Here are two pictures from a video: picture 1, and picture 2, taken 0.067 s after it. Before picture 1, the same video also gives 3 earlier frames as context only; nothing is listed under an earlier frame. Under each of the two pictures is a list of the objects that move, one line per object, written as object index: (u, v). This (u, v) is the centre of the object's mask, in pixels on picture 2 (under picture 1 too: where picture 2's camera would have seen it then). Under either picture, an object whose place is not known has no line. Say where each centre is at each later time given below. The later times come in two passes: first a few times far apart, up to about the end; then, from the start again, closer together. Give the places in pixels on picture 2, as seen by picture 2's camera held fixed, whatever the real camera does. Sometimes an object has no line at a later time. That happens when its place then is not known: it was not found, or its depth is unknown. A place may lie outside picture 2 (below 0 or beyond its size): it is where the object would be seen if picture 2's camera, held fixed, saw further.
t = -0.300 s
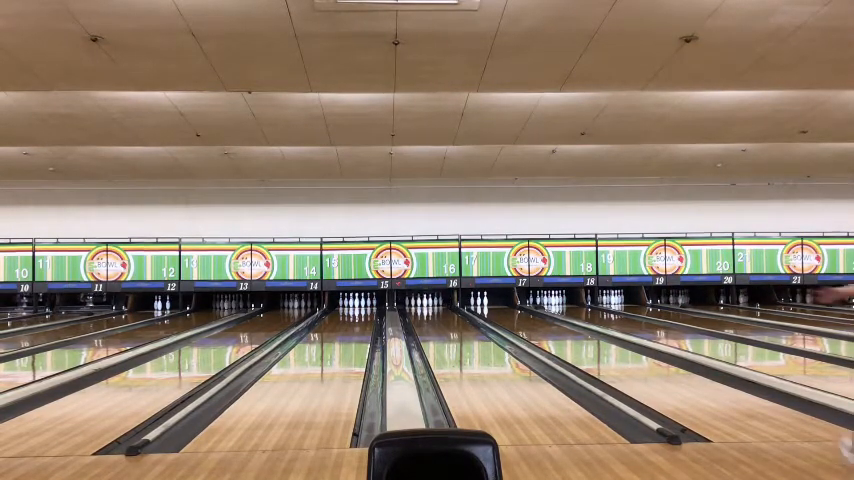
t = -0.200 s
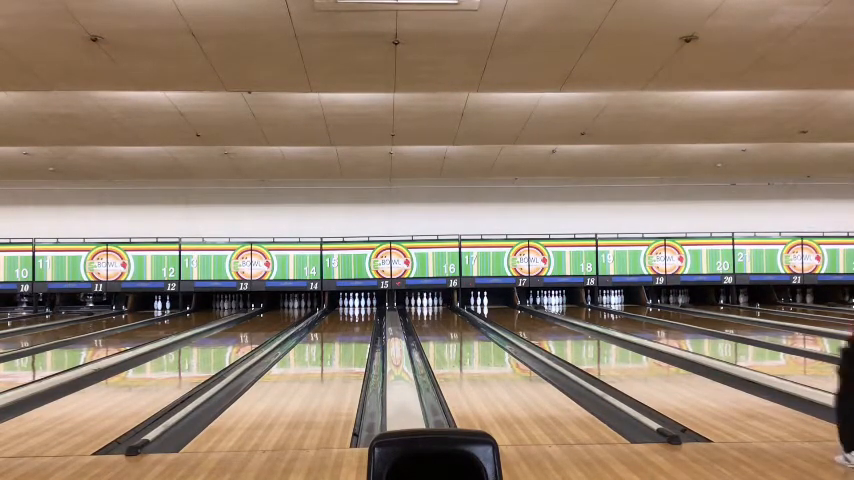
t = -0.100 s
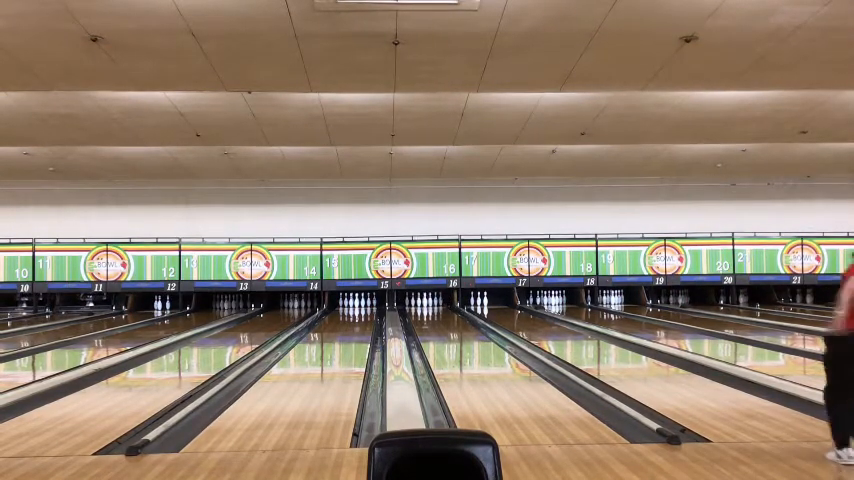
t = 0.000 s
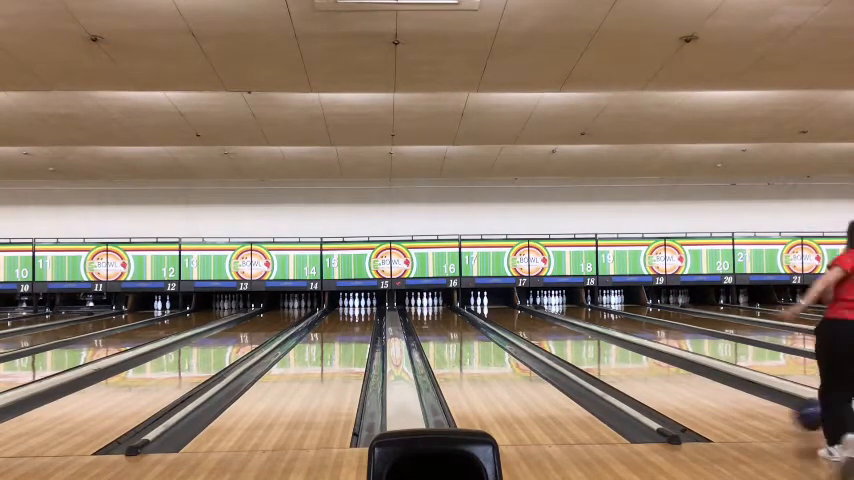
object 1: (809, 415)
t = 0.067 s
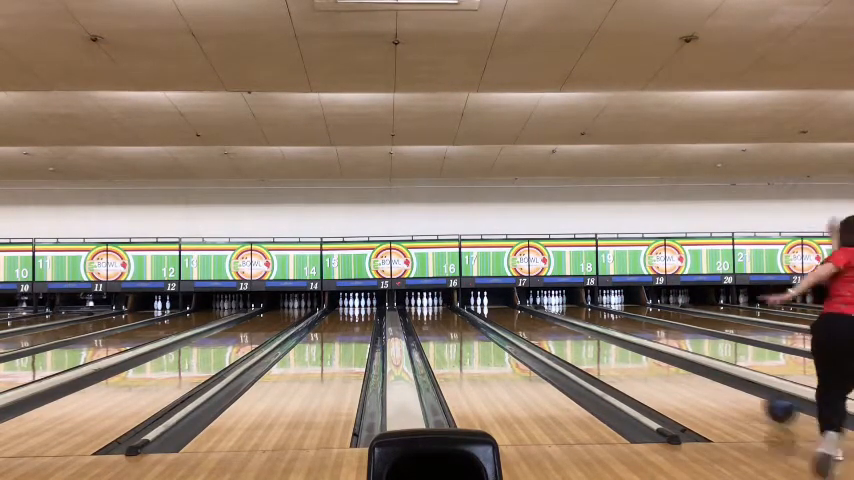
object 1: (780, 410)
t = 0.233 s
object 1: (721, 388)
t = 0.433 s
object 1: (669, 368)
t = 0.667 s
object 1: (626, 352)
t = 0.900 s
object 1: (595, 340)
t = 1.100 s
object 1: (574, 333)
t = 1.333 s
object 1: (555, 326)
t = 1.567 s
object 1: (537, 320)
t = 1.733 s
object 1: (531, 318)
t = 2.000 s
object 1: (515, 311)
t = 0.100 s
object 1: (767, 404)
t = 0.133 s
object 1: (754, 400)
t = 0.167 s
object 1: (742, 397)
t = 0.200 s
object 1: (730, 393)
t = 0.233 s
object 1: (721, 388)
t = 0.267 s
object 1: (710, 384)
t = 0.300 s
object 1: (701, 381)
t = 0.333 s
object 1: (692, 378)
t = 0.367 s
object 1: (684, 375)
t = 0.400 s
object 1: (676, 371)
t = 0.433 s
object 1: (669, 368)
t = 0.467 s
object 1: (662, 365)
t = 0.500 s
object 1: (656, 363)
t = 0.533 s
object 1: (649, 360)
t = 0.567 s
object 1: (643, 358)
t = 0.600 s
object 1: (638, 356)
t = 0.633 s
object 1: (632, 354)
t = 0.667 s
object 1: (626, 352)
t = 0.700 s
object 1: (622, 350)
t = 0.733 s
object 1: (616, 348)
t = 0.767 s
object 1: (612, 346)
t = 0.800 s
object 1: (607, 345)
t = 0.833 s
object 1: (603, 344)
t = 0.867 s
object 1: (599, 342)
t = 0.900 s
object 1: (595, 340)
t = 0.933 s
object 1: (591, 339)
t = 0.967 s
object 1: (588, 337)
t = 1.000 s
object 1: (584, 336)
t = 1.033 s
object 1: (582, 335)
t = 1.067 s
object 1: (578, 334)
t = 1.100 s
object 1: (574, 333)
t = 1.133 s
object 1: (571, 331)
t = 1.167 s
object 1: (568, 330)
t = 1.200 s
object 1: (565, 328)
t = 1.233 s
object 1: (563, 327)
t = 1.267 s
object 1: (560, 327)
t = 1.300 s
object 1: (558, 326)
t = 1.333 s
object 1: (555, 326)
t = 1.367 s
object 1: (552, 325)
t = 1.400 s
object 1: (550, 324)
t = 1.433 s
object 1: (548, 324)
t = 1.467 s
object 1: (545, 324)
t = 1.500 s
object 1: (543, 323)
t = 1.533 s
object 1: (541, 320)
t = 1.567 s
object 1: (537, 320)
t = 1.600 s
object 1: (536, 319)
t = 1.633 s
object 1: (535, 318)
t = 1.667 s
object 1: (535, 318)
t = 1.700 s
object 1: (531, 317)
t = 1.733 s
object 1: (531, 318)
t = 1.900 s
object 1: (521, 314)
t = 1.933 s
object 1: (518, 313)
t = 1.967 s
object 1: (517, 312)
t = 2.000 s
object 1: (515, 311)
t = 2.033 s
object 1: (514, 310)
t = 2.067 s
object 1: (514, 311)
